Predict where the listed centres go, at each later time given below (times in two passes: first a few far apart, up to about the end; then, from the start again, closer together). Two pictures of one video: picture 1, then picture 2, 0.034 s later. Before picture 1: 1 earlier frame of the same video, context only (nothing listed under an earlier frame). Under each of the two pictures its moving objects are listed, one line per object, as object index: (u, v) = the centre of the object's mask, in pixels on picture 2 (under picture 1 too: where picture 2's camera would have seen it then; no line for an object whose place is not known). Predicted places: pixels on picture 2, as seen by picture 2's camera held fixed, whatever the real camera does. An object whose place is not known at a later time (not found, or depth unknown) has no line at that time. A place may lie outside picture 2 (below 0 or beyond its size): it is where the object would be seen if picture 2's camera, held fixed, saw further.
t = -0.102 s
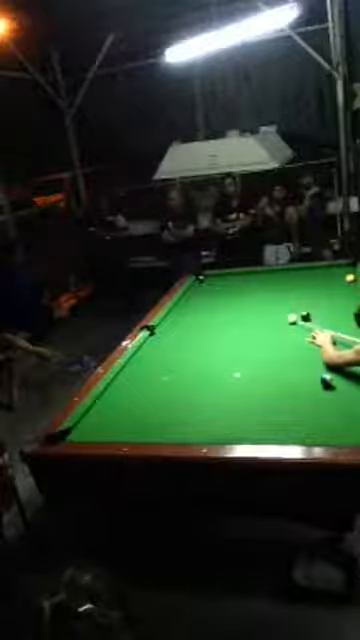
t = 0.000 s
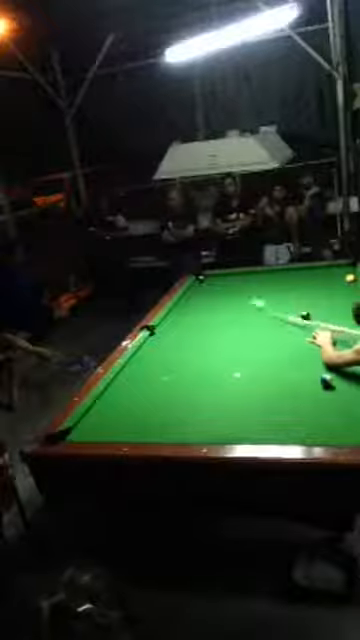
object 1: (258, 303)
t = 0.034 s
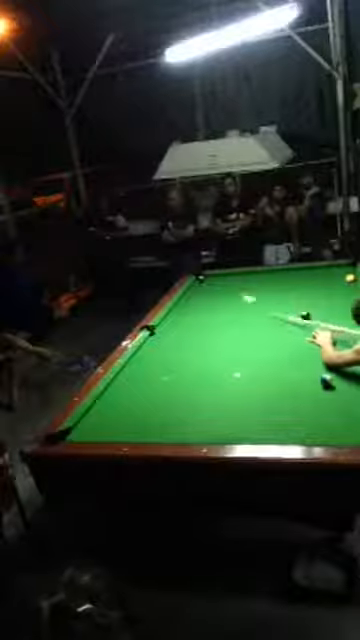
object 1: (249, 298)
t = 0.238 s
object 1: (203, 279)
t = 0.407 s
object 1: (195, 281)
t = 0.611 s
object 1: (197, 283)
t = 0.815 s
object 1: (201, 286)
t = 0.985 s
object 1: (203, 287)
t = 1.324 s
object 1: (207, 291)
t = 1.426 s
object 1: (208, 291)
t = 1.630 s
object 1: (209, 292)
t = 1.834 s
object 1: (213, 295)
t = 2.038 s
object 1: (214, 297)
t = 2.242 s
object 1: (216, 299)
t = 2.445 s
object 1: (217, 300)
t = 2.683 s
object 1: (219, 302)
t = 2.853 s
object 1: (220, 303)
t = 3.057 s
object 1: (221, 304)
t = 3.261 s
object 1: (221, 304)
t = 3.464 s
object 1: (223, 305)
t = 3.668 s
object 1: (223, 305)
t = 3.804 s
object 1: (223, 306)
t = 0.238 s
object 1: (203, 279)
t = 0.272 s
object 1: (201, 279)
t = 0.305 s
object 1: (199, 280)
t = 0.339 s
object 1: (197, 281)
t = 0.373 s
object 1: (196, 282)
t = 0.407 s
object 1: (195, 281)
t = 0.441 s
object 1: (195, 281)
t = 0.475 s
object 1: (196, 282)
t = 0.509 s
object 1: (197, 283)
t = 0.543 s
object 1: (198, 283)
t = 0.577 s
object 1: (198, 283)
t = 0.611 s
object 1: (197, 283)
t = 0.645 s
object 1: (198, 283)
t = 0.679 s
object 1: (198, 283)
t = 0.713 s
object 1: (198, 283)
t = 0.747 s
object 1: (201, 285)
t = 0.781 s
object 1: (201, 285)
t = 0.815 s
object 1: (201, 286)
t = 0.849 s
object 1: (202, 287)
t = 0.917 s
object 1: (202, 287)
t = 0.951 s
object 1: (202, 287)
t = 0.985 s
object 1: (203, 287)
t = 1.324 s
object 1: (207, 291)
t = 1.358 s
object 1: (207, 291)
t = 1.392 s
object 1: (207, 291)
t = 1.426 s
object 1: (208, 291)
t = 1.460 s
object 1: (208, 291)
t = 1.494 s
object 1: (208, 291)
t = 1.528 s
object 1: (209, 292)
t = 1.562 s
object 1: (209, 292)
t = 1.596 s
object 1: (209, 292)
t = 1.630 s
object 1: (209, 292)
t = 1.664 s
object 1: (211, 294)
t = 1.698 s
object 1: (211, 294)
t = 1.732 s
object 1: (211, 294)
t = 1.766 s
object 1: (212, 295)
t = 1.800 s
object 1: (213, 295)
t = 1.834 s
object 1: (213, 295)
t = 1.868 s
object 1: (213, 296)
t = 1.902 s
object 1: (213, 296)
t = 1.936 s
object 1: (213, 296)
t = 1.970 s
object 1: (213, 296)
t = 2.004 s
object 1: (213, 296)
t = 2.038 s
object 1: (214, 297)
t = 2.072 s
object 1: (215, 297)
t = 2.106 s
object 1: (215, 297)
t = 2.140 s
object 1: (216, 298)
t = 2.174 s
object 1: (216, 298)
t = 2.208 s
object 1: (216, 298)
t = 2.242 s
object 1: (216, 299)
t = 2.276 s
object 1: (216, 299)
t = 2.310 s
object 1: (216, 299)
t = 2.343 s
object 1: (216, 299)
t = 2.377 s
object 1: (217, 299)
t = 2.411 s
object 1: (217, 299)
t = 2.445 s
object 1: (217, 300)
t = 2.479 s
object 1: (217, 300)
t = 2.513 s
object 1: (217, 300)
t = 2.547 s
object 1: (218, 301)
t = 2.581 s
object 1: (218, 301)
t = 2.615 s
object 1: (219, 301)
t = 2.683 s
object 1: (219, 302)
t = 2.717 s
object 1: (219, 302)
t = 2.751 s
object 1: (220, 303)
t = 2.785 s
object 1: (220, 303)
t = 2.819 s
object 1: (220, 302)
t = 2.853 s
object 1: (220, 303)
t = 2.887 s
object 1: (220, 303)
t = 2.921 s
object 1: (220, 303)
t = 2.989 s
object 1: (220, 303)
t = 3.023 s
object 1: (221, 303)
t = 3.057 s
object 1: (221, 304)
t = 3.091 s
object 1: (221, 304)
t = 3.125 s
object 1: (221, 304)
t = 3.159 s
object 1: (221, 304)
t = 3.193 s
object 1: (221, 304)
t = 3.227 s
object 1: (221, 304)
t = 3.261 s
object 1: (221, 304)
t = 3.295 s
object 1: (222, 305)
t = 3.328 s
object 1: (222, 305)
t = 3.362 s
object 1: (223, 305)
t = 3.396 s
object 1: (223, 305)
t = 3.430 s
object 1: (223, 305)
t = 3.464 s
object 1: (223, 305)
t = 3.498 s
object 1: (223, 305)
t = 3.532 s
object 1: (223, 306)
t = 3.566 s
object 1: (223, 306)
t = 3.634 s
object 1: (223, 305)
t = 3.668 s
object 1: (223, 305)
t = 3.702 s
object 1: (223, 305)
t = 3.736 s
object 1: (223, 306)
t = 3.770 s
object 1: (223, 306)
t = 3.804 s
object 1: (223, 306)
